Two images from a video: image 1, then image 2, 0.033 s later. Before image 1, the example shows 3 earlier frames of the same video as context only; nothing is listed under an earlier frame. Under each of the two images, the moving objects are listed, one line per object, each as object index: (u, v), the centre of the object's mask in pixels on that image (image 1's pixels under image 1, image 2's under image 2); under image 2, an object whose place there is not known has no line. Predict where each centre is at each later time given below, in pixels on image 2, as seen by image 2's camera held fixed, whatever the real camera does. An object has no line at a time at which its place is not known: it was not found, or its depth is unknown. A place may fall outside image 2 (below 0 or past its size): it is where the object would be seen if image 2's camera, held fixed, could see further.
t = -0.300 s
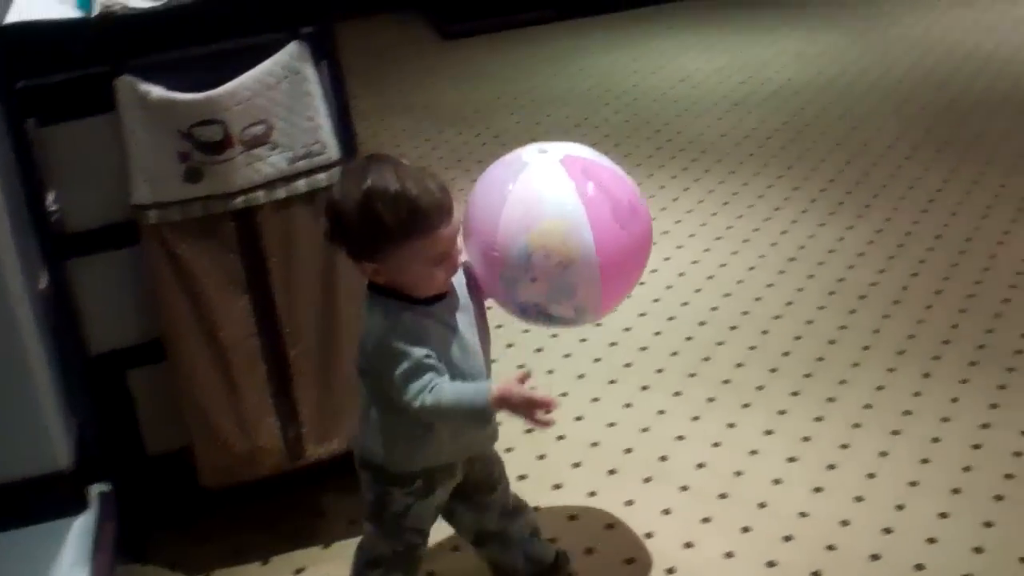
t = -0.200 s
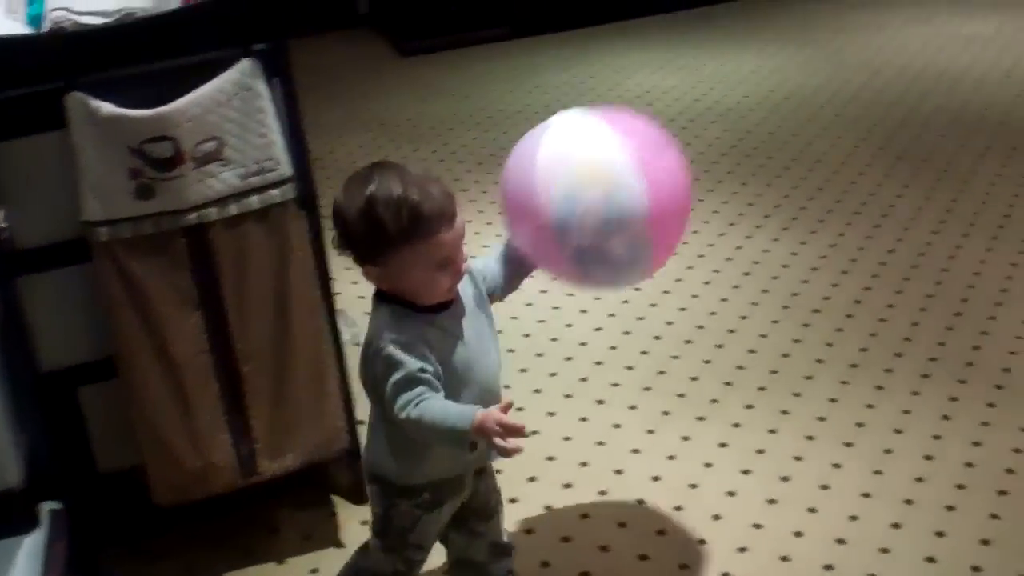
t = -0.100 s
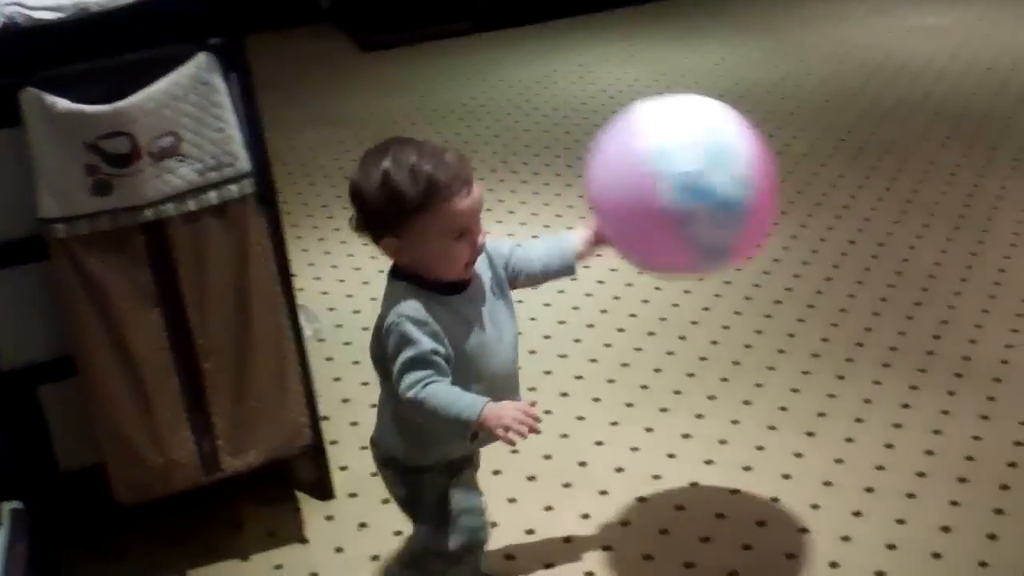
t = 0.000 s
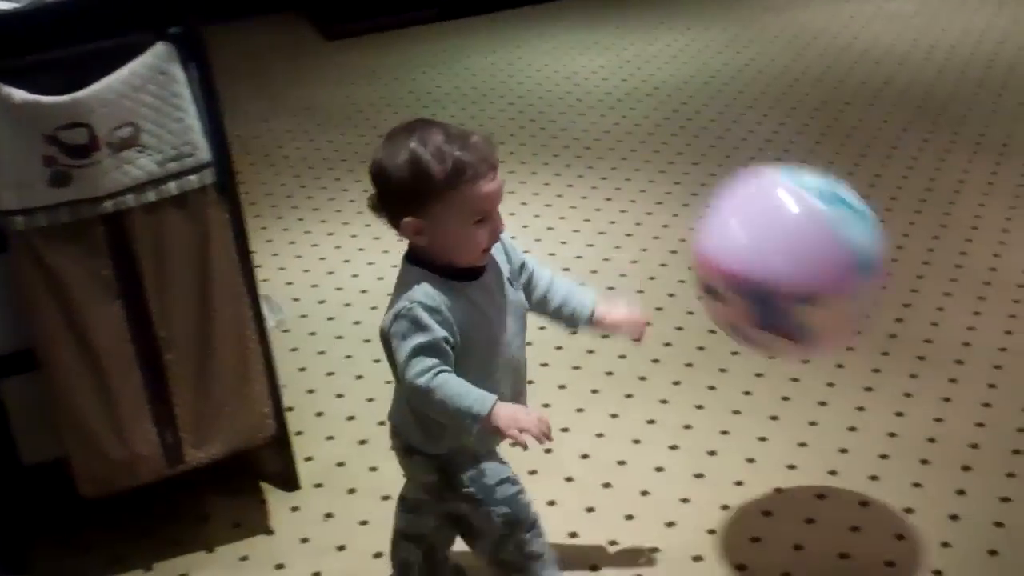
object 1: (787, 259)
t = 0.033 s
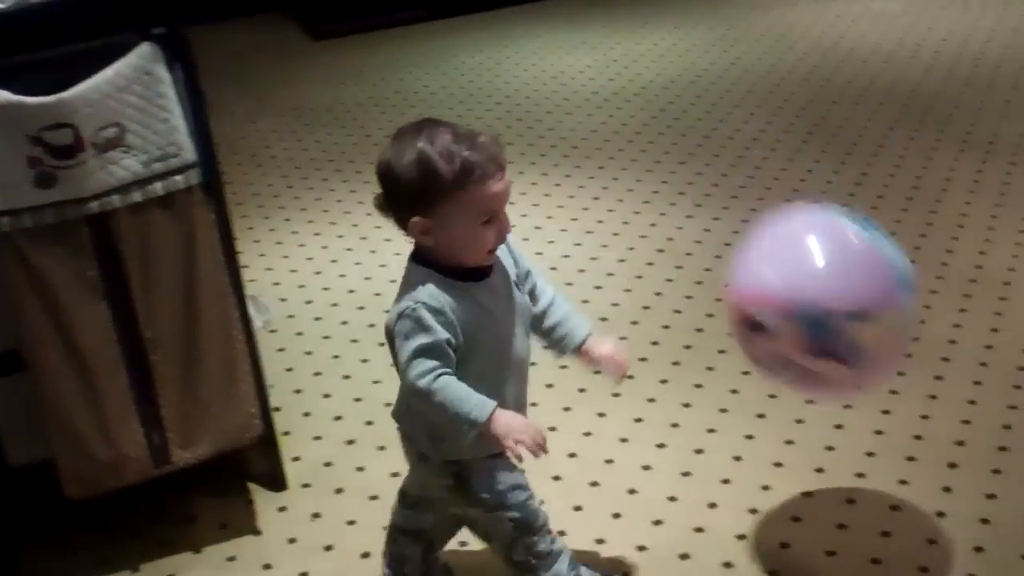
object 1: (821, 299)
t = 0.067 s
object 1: (867, 344)
